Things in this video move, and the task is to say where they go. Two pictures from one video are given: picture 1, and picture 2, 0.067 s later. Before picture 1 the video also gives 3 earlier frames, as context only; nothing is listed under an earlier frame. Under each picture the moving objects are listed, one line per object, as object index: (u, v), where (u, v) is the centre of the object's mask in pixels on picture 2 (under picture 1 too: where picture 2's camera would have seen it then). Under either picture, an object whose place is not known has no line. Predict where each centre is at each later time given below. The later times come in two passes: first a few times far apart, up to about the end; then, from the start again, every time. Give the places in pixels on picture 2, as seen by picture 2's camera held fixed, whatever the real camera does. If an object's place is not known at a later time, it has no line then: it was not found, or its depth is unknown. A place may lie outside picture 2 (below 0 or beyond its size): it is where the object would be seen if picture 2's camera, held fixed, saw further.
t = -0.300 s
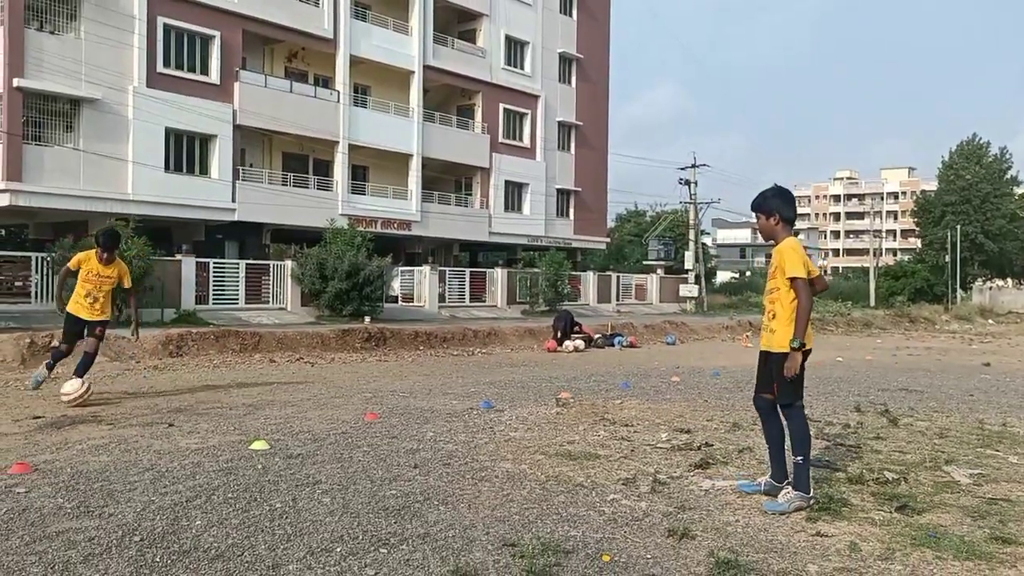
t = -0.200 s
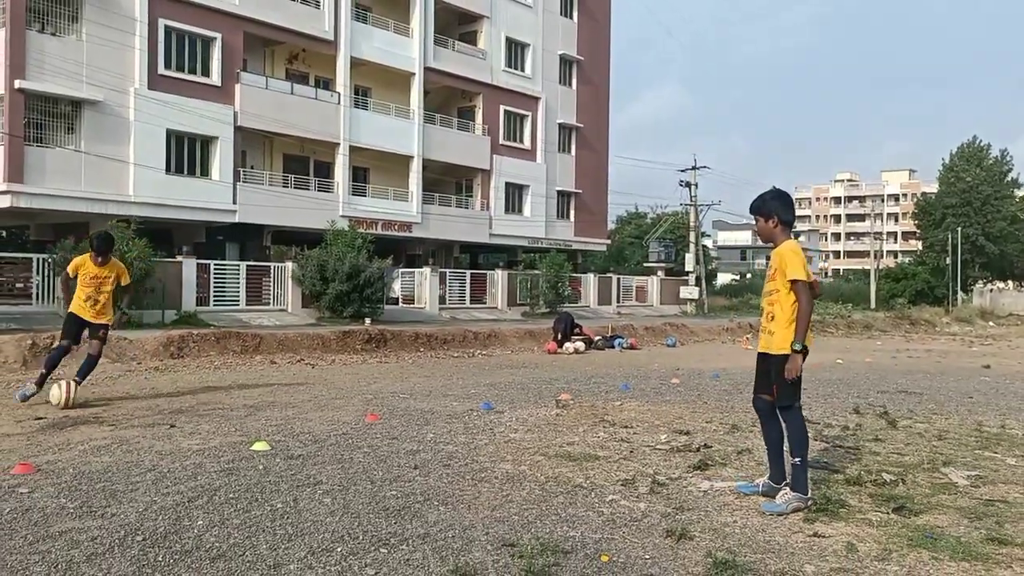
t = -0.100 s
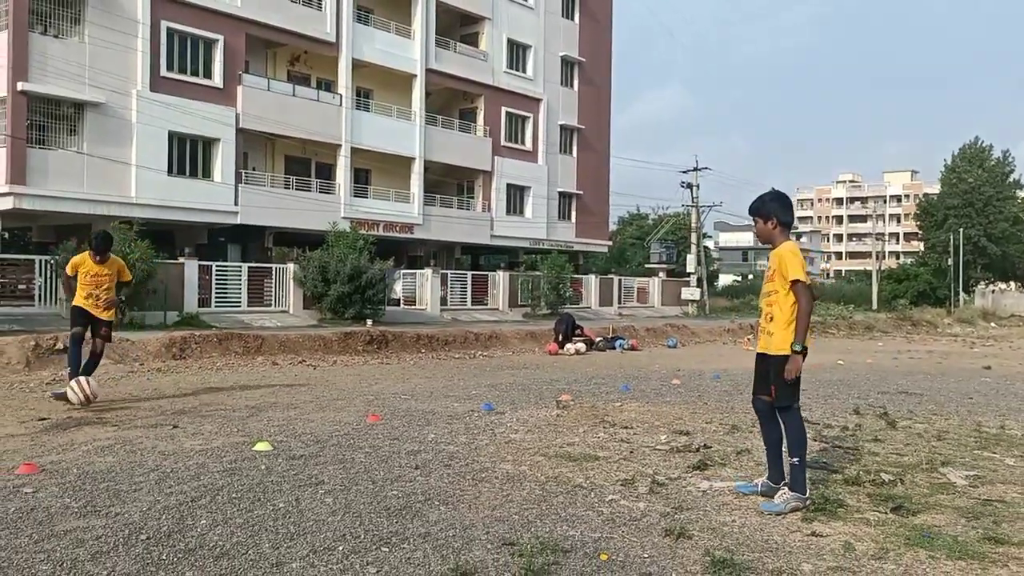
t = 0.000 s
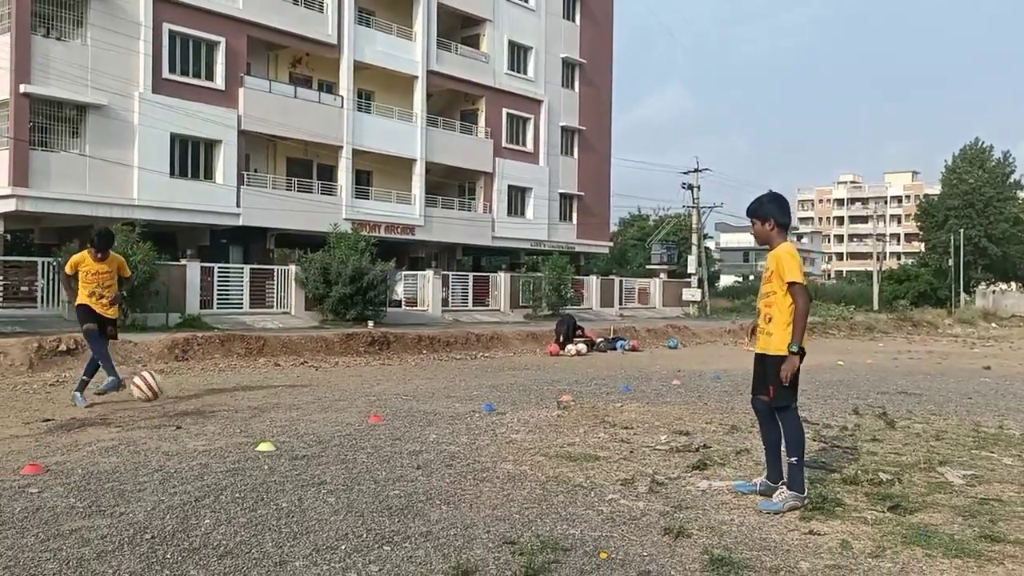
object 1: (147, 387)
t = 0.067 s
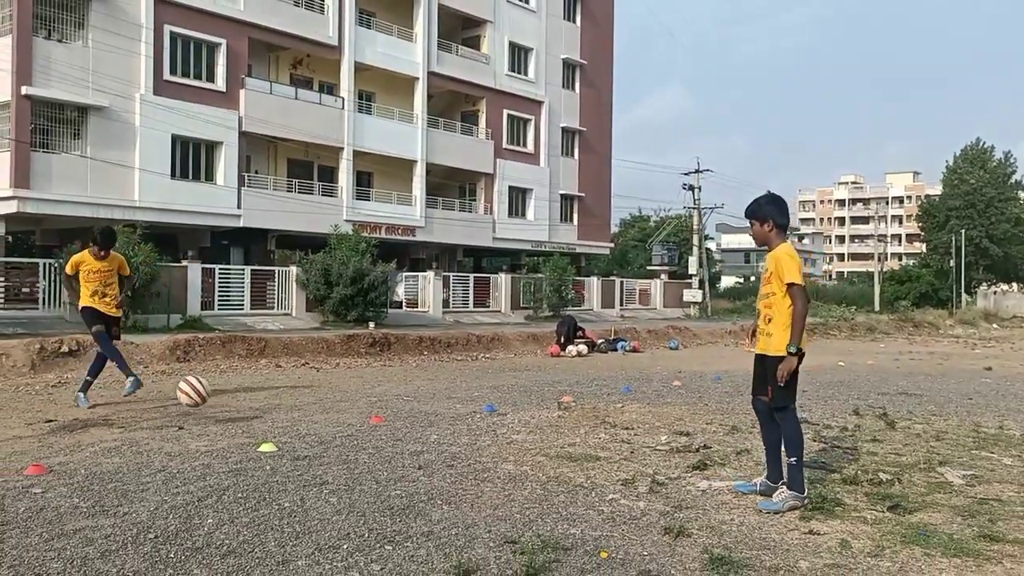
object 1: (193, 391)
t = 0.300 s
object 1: (349, 414)
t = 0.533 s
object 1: (496, 452)
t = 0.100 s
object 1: (216, 396)
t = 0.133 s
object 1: (240, 402)
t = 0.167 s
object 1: (265, 411)
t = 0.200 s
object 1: (291, 422)
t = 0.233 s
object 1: (311, 421)
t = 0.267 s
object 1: (328, 416)
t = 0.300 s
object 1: (349, 414)
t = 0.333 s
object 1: (368, 413)
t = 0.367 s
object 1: (387, 415)
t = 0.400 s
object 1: (407, 417)
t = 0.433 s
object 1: (427, 421)
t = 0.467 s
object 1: (449, 428)
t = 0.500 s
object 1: (473, 438)
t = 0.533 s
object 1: (496, 452)
